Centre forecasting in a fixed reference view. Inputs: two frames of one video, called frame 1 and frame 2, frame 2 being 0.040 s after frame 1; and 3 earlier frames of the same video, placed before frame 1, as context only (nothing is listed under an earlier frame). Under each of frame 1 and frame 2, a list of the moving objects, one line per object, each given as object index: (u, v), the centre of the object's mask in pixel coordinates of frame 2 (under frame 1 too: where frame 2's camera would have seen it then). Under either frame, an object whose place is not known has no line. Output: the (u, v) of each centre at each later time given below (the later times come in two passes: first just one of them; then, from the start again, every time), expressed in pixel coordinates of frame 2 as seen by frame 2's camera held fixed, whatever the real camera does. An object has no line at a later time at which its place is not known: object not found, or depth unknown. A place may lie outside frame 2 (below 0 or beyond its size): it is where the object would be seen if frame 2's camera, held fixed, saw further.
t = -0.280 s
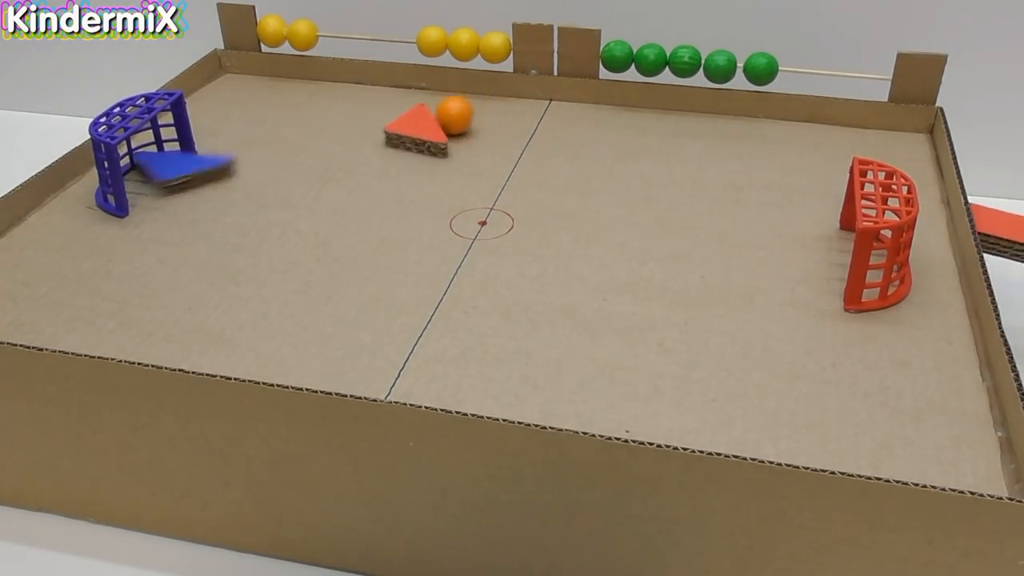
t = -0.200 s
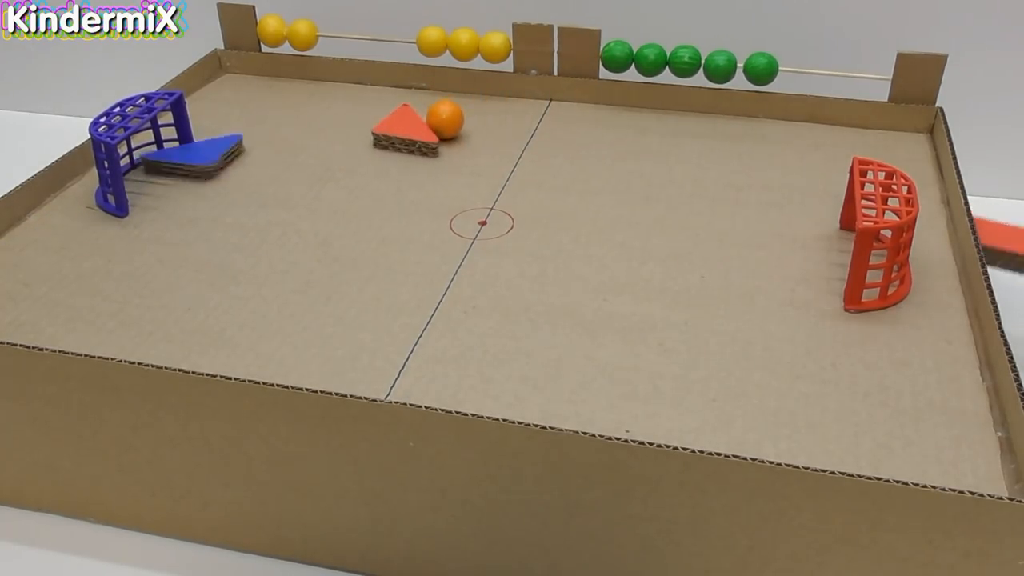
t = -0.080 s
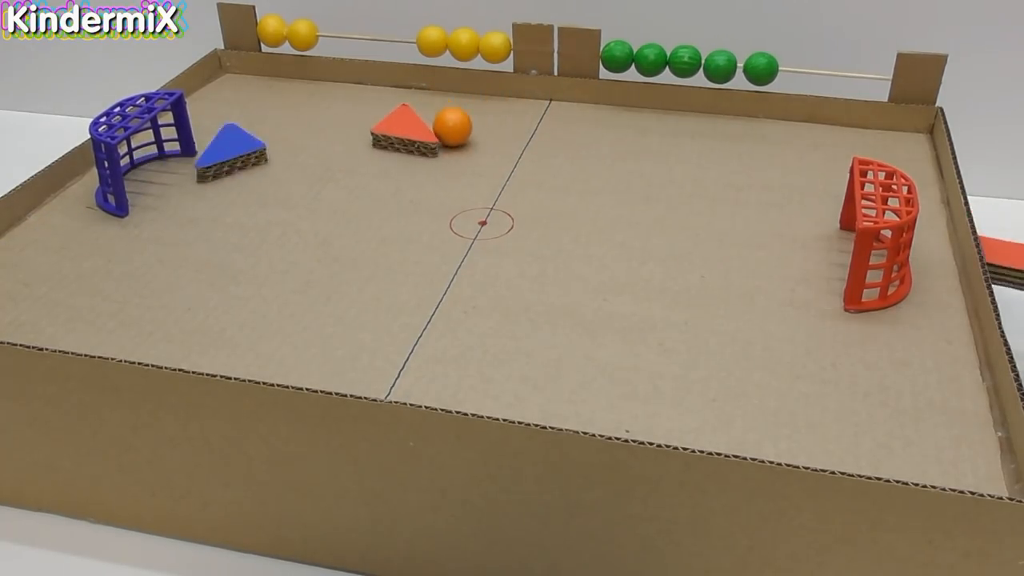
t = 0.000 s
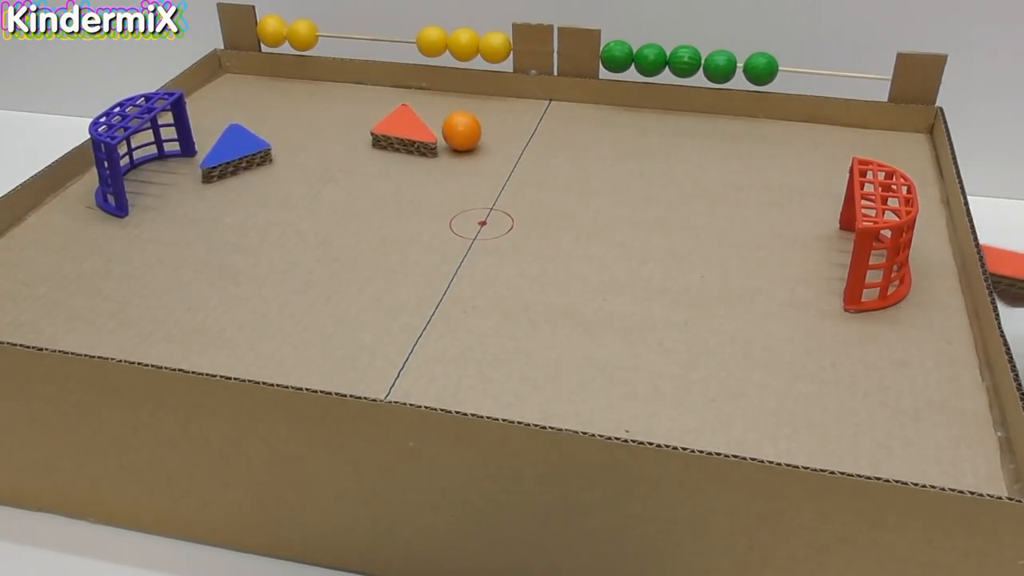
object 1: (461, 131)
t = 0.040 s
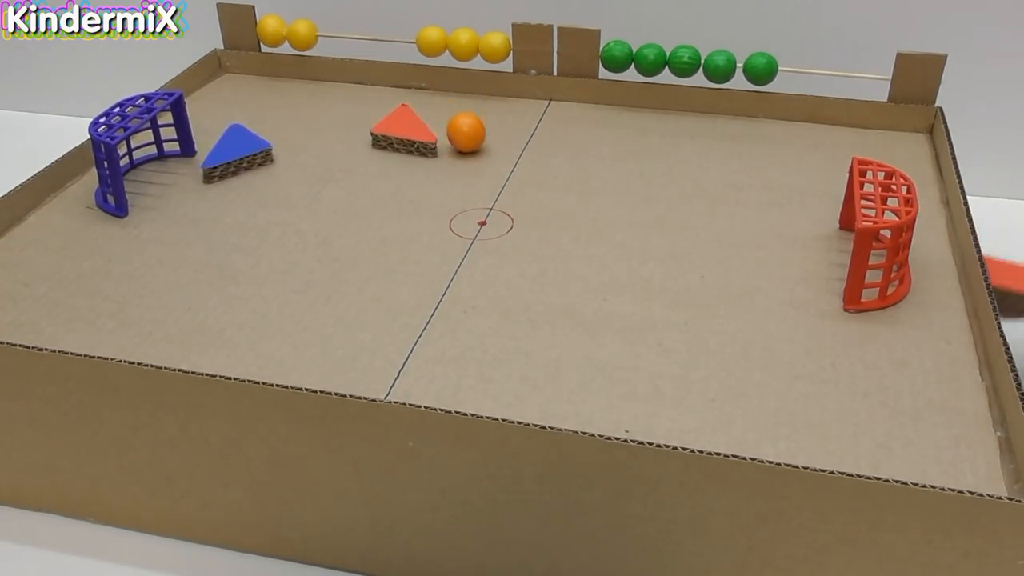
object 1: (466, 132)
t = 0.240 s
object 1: (481, 137)
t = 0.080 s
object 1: (470, 133)
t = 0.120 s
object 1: (473, 134)
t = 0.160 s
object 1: (476, 136)
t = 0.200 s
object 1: (478, 136)
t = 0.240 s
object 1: (481, 137)
